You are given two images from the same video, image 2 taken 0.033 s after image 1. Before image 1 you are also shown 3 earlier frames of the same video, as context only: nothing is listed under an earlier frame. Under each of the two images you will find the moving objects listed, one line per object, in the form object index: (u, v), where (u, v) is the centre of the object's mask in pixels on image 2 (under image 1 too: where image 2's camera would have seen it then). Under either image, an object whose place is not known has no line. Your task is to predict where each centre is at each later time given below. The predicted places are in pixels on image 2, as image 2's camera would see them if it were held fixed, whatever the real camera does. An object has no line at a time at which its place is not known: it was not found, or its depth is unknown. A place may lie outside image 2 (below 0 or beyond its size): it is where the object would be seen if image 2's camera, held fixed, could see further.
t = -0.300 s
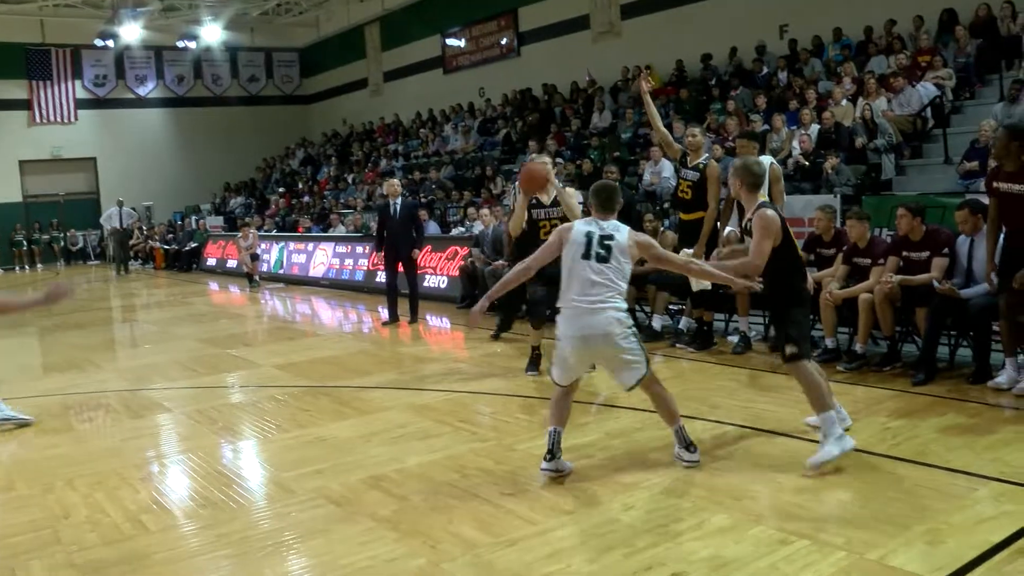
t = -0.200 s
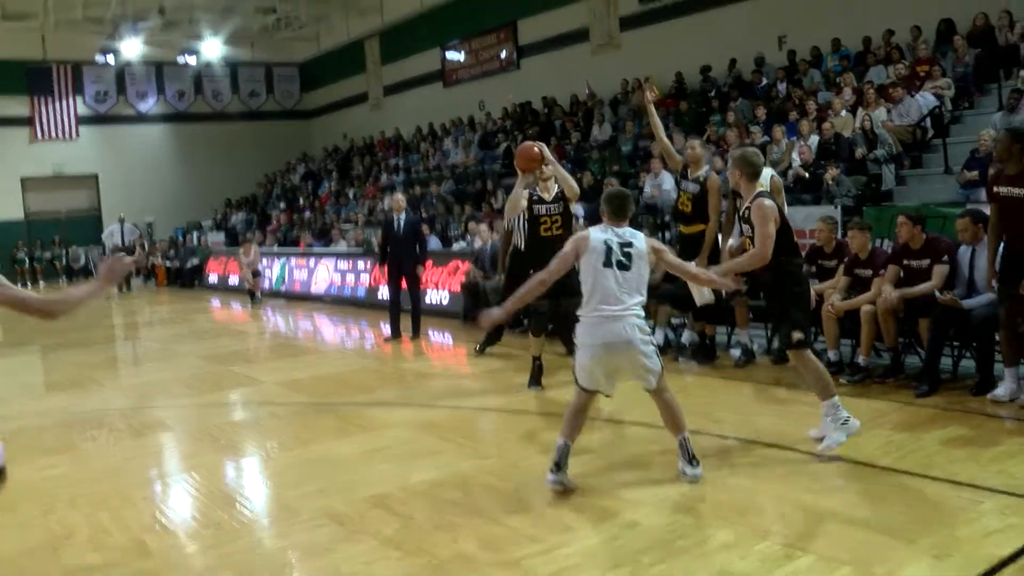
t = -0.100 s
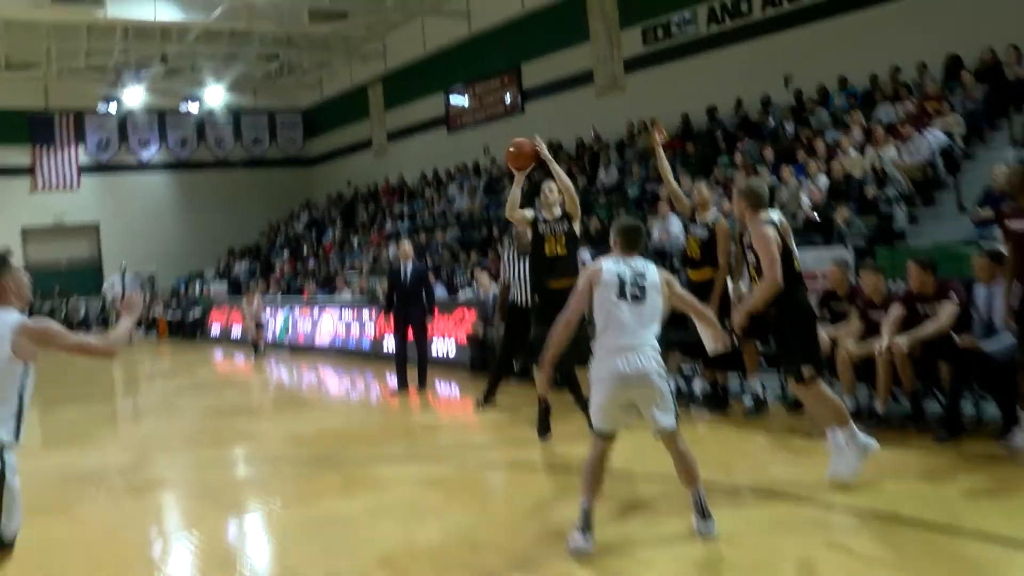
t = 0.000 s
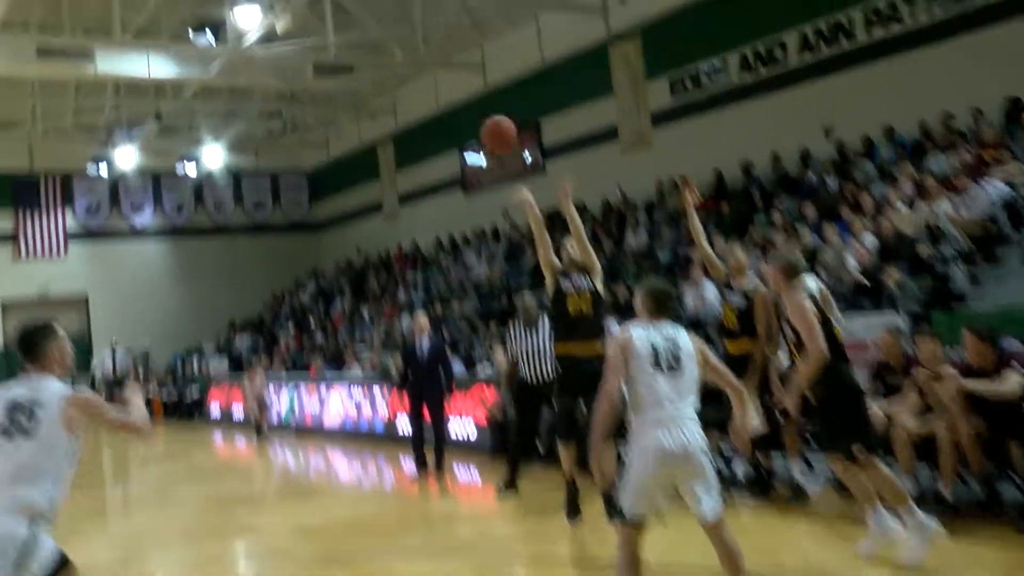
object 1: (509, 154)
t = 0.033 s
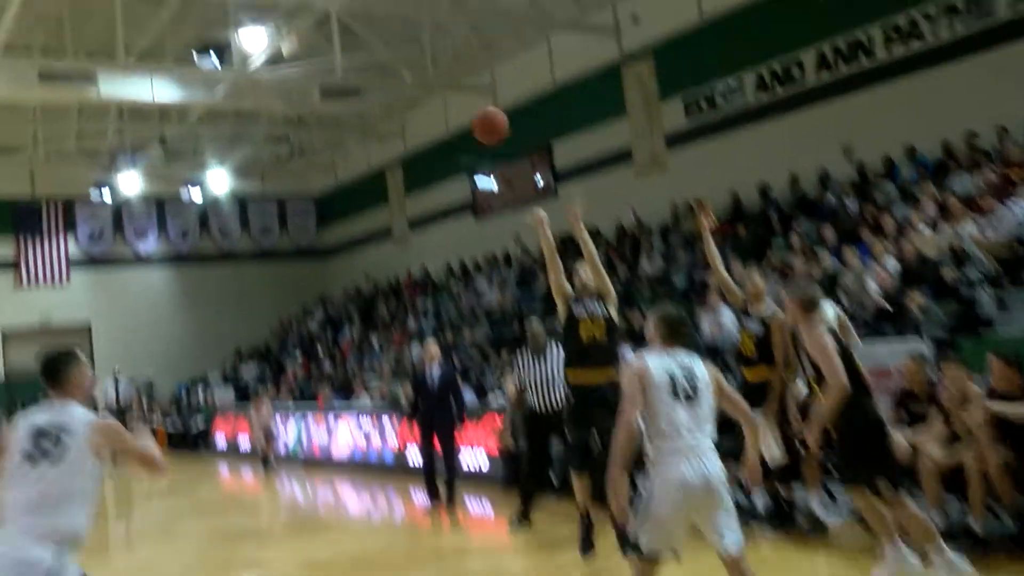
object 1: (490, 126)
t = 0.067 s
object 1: (470, 98)
